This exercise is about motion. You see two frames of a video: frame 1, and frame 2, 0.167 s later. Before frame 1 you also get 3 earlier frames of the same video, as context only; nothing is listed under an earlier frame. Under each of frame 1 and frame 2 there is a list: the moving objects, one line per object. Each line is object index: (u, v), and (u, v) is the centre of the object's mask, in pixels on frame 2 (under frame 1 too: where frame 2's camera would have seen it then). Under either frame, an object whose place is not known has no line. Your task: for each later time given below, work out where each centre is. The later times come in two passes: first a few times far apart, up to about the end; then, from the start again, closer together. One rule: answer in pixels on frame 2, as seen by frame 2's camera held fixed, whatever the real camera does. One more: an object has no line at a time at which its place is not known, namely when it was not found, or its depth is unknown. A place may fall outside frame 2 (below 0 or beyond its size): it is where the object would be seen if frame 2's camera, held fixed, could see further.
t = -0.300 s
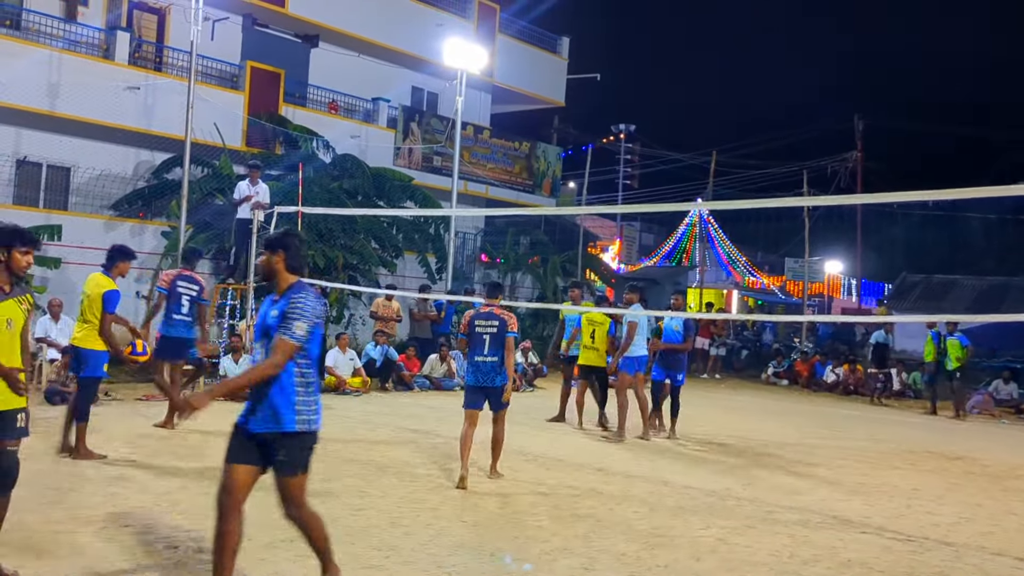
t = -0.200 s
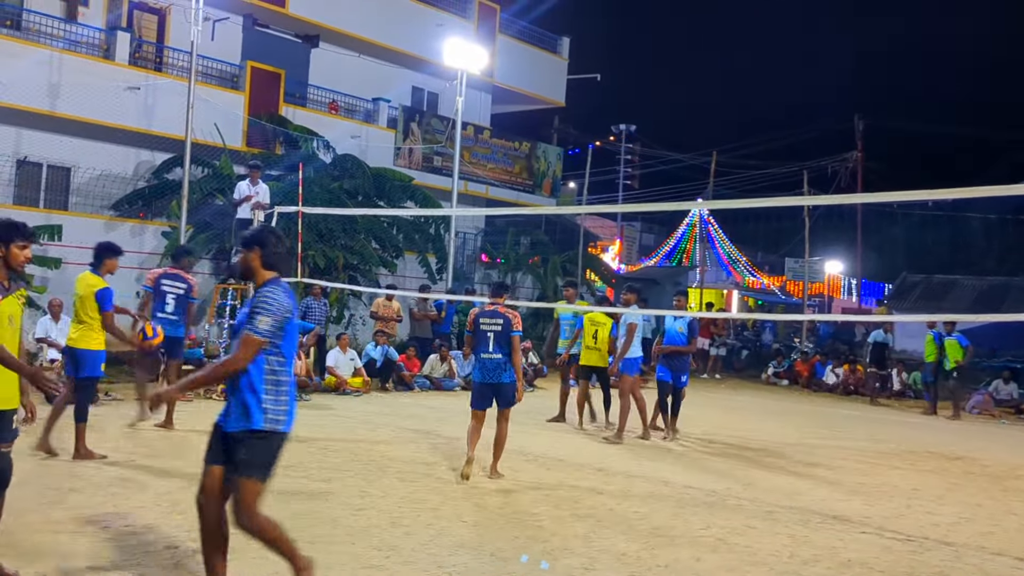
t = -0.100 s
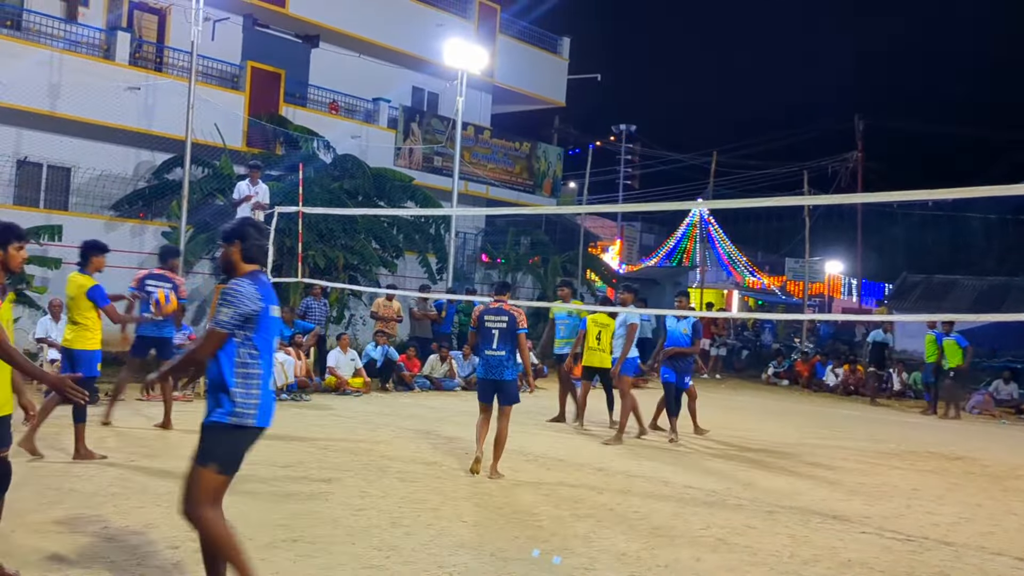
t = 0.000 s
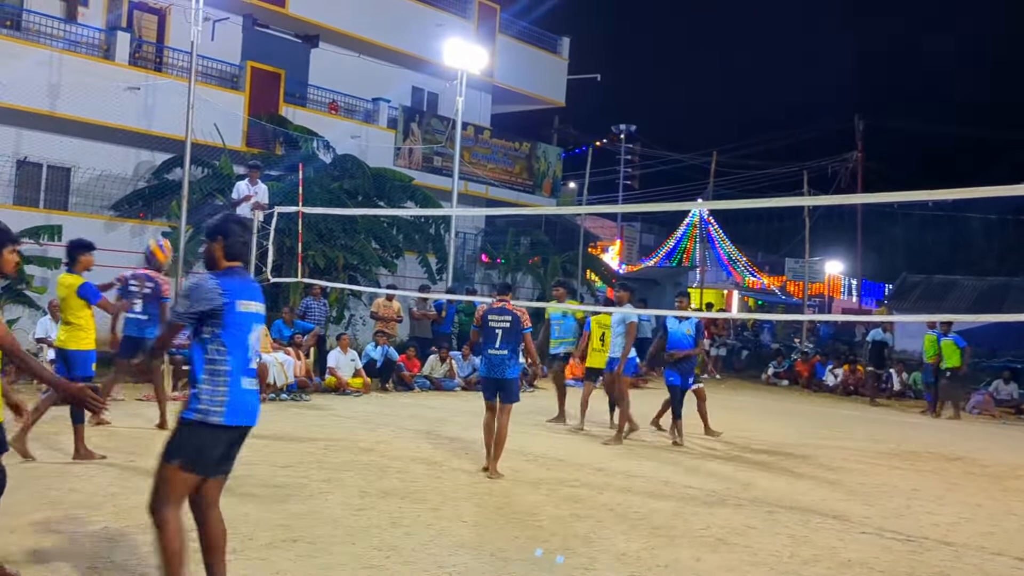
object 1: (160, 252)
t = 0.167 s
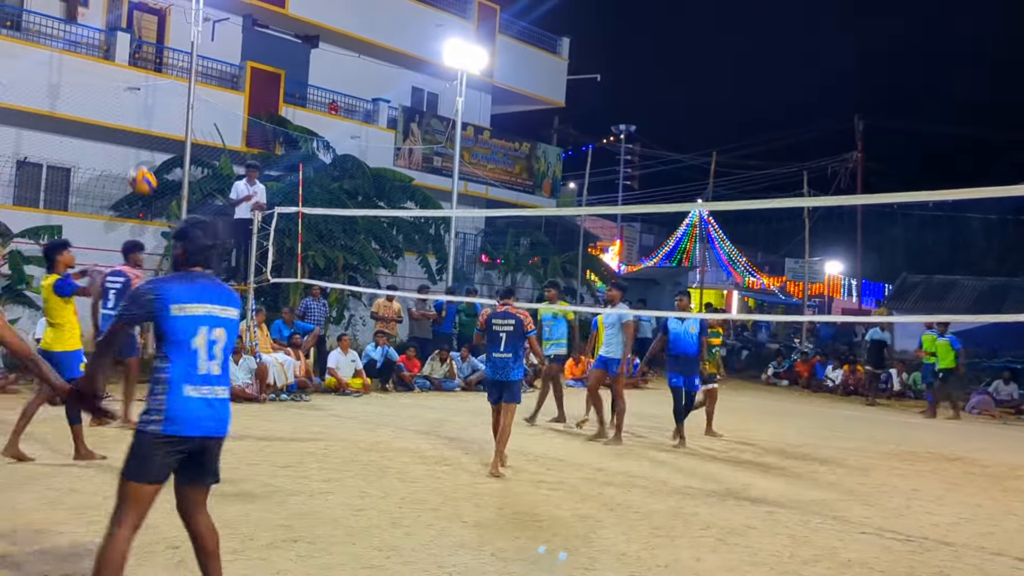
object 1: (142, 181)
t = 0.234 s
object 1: (136, 162)
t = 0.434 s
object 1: (109, 132)
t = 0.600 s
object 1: (84, 143)
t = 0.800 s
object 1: (51, 201)
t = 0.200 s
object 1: (140, 171)
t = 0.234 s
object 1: (136, 162)
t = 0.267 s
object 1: (130, 152)
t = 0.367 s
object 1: (118, 136)
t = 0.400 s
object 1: (114, 133)
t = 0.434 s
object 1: (109, 132)
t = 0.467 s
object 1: (104, 132)
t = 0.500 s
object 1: (99, 132)
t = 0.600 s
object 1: (84, 143)
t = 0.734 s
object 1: (62, 178)
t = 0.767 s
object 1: (57, 189)
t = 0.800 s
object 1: (51, 201)
